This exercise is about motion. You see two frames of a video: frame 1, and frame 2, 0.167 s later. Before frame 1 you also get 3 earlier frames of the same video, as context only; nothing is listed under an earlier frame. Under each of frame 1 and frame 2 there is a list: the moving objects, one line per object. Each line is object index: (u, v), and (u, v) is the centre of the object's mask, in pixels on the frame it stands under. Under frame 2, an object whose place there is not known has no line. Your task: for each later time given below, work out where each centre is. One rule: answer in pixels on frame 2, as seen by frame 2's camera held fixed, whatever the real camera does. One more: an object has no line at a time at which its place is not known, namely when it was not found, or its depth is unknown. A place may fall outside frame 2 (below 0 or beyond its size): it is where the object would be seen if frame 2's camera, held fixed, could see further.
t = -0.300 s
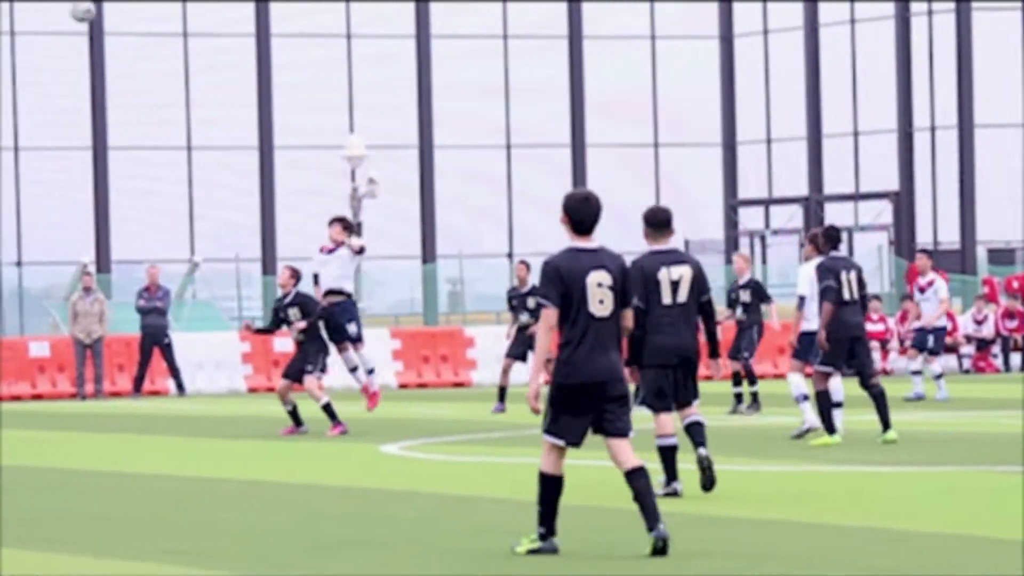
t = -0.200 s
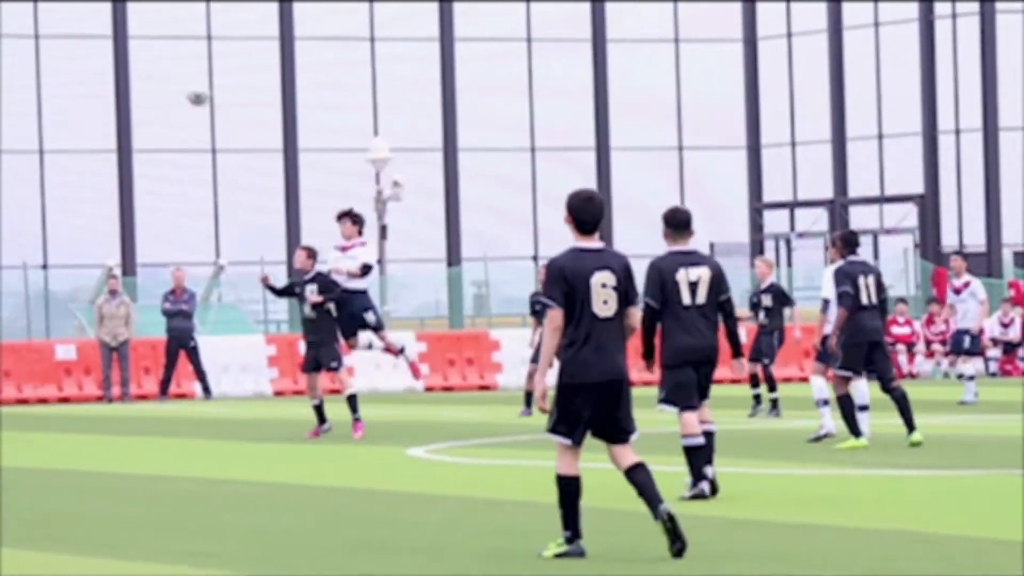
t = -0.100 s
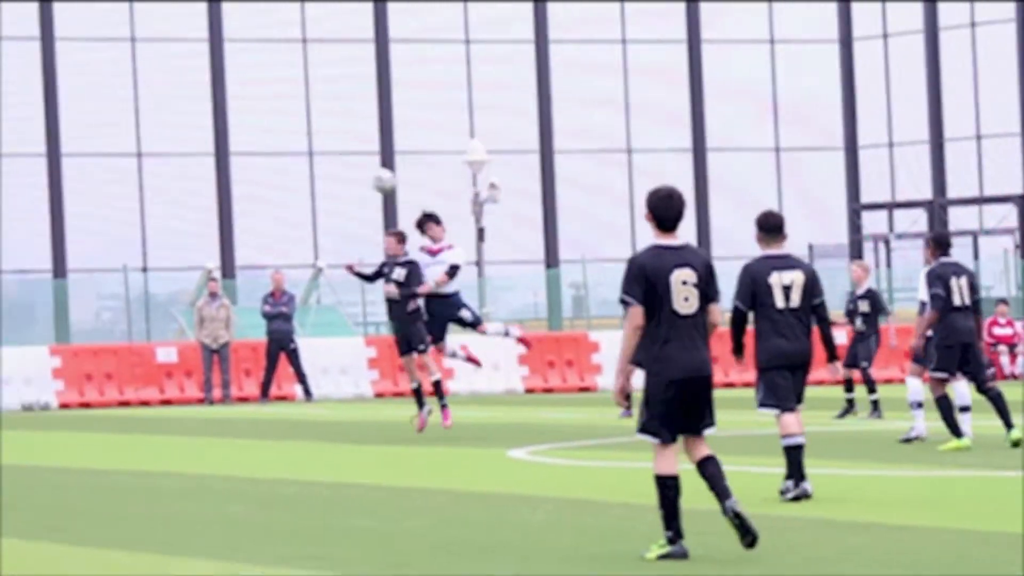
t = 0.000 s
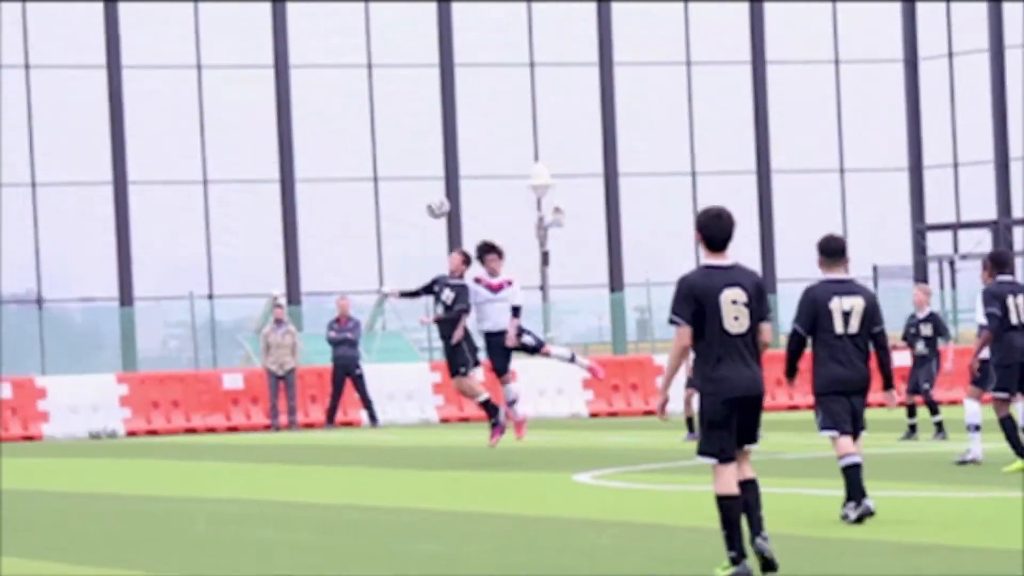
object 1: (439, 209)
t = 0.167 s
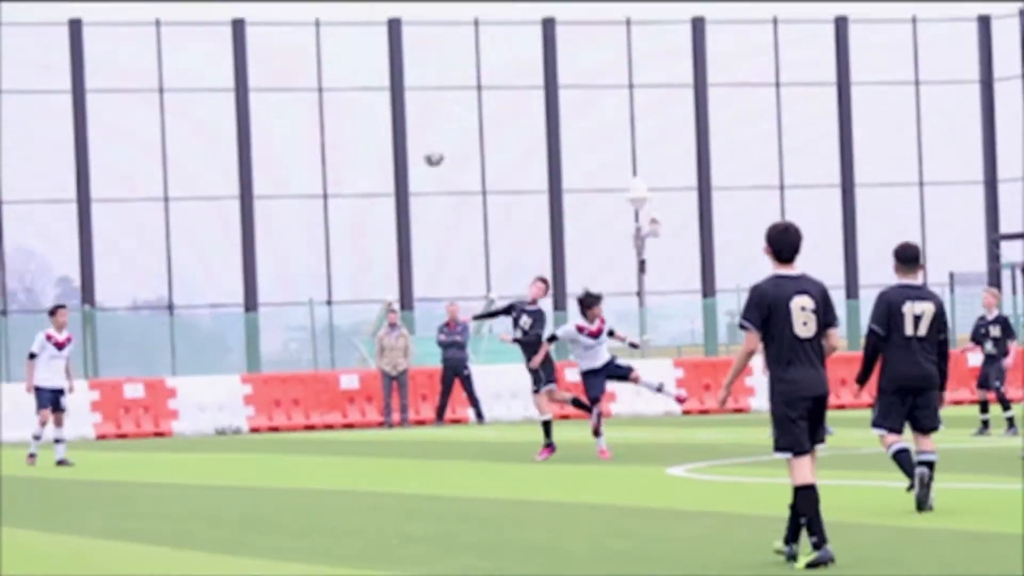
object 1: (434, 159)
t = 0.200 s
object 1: (407, 145)
